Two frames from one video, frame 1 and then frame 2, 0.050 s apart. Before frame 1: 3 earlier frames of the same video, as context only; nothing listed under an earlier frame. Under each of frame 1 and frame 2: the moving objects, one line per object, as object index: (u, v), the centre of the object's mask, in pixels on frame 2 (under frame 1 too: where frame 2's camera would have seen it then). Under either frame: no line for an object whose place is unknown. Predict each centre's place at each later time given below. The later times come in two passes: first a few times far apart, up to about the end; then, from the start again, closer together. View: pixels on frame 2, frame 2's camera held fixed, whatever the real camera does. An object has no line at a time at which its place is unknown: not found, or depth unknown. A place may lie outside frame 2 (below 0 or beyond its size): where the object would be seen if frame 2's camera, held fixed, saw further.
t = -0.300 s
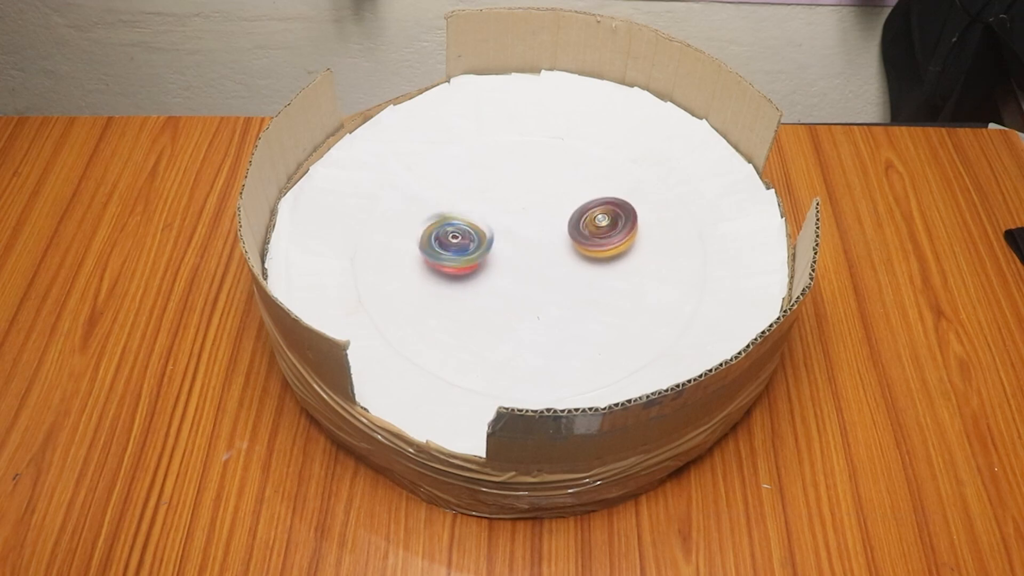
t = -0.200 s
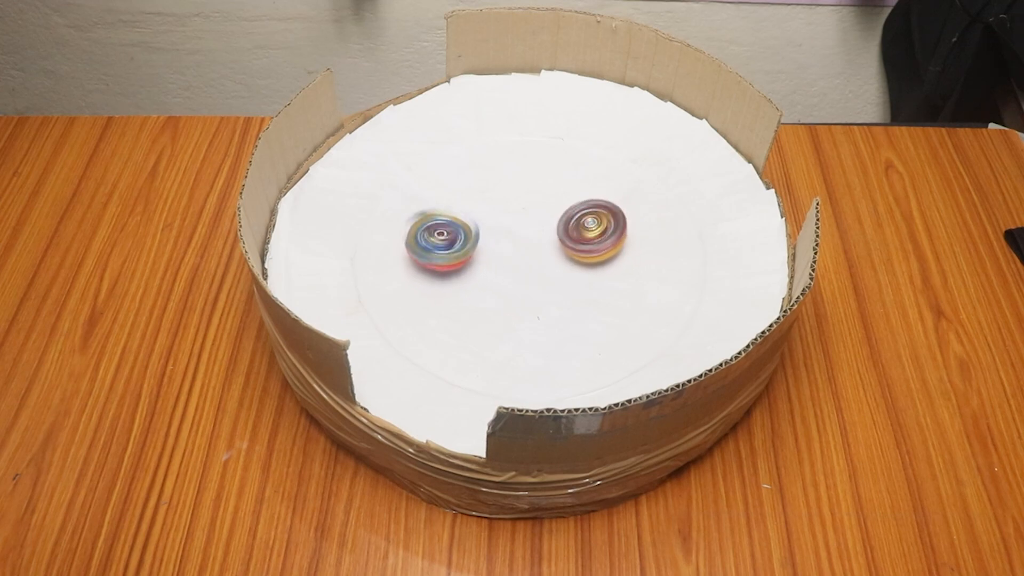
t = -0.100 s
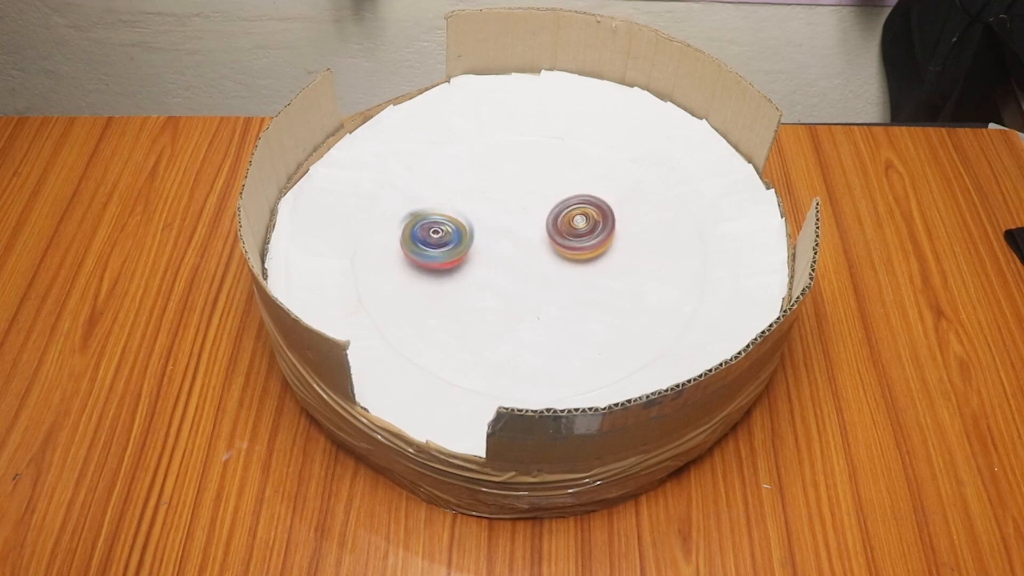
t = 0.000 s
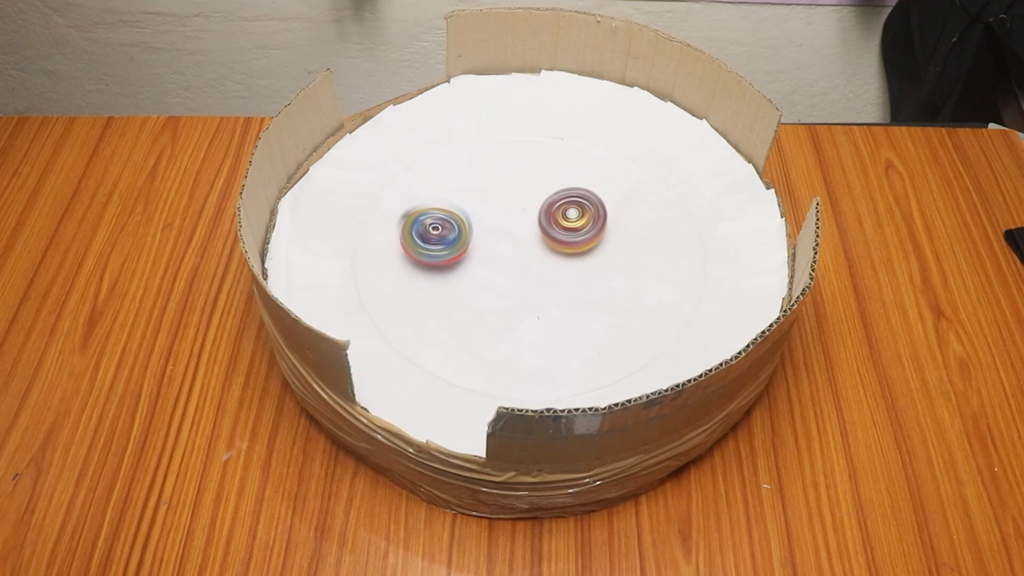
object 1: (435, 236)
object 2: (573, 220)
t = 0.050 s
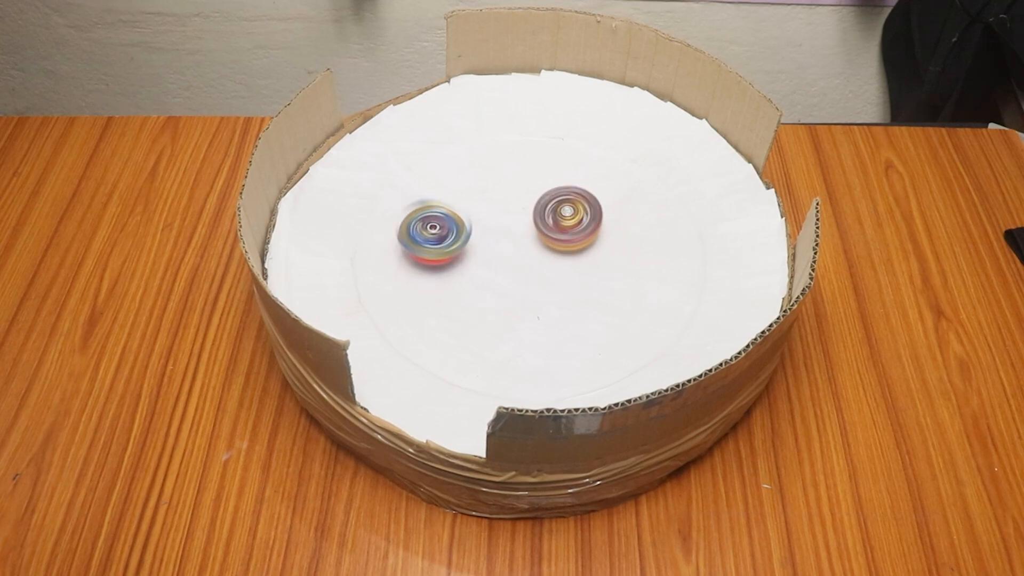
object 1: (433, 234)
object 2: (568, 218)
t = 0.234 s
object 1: (433, 234)
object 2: (542, 217)
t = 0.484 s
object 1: (455, 253)
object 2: (515, 218)
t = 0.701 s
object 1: (470, 271)
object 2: (498, 213)
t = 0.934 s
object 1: (473, 297)
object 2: (494, 206)
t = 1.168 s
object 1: (496, 304)
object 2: (521, 208)
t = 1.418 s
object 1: (528, 289)
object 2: (553, 214)
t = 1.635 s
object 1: (550, 278)
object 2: (573, 221)
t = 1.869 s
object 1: (564, 300)
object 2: (580, 200)
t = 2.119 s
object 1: (550, 298)
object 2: (570, 185)
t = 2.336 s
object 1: (539, 291)
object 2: (554, 187)
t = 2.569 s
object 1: (548, 267)
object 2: (547, 194)
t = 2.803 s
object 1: (566, 265)
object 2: (558, 203)
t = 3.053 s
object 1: (575, 275)
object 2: (576, 213)
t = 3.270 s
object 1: (563, 286)
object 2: (591, 215)
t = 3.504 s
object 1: (554, 286)
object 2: (595, 226)
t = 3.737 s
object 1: (563, 285)
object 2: (580, 231)
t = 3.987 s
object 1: (574, 278)
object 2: (567, 223)
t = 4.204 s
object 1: (596, 281)
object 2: (547, 225)
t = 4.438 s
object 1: (599, 290)
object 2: (525, 224)
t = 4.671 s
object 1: (593, 283)
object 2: (520, 220)
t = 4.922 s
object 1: (597, 264)
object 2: (532, 216)
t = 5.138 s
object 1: (608, 256)
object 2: (542, 207)
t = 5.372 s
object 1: (603, 272)
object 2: (535, 193)
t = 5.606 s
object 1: (565, 265)
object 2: (521, 197)
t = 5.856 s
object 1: (541, 259)
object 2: (513, 206)
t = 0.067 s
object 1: (433, 234)
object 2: (565, 217)
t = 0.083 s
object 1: (432, 233)
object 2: (563, 218)
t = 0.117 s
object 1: (431, 233)
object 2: (558, 217)
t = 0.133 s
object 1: (432, 232)
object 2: (556, 217)
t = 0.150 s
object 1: (431, 232)
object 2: (553, 216)
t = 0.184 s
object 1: (431, 233)
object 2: (549, 217)
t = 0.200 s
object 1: (431, 232)
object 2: (546, 217)
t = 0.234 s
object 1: (433, 234)
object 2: (542, 217)
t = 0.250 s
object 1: (434, 235)
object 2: (540, 218)
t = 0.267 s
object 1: (434, 236)
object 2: (539, 218)
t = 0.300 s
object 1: (435, 238)
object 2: (536, 220)
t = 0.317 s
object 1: (436, 239)
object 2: (534, 220)
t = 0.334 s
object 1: (436, 240)
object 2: (531, 221)
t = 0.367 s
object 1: (441, 242)
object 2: (527, 221)
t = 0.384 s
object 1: (443, 243)
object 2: (525, 222)
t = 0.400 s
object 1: (444, 245)
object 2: (522, 221)
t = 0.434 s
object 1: (449, 248)
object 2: (519, 220)
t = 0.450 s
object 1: (451, 249)
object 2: (517, 220)
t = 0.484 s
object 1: (455, 253)
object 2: (515, 218)
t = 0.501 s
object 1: (457, 253)
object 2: (514, 218)
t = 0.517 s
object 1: (459, 254)
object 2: (513, 218)
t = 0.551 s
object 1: (463, 256)
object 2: (512, 217)
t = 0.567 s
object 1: (464, 258)
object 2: (510, 217)
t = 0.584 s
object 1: (464, 259)
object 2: (509, 217)
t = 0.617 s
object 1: (466, 263)
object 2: (506, 215)
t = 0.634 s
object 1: (467, 264)
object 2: (505, 214)
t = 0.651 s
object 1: (467, 265)
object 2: (503, 214)
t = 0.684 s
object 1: (470, 269)
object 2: (500, 214)
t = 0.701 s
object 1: (470, 271)
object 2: (498, 213)
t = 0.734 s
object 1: (469, 275)
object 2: (496, 213)
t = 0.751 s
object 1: (471, 277)
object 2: (495, 213)
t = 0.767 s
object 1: (470, 279)
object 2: (494, 212)
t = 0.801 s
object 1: (469, 283)
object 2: (493, 211)
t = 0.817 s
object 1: (470, 286)
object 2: (493, 210)
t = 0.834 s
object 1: (470, 288)
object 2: (492, 209)
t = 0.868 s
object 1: (470, 291)
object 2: (492, 208)
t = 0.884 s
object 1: (471, 292)
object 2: (492, 207)
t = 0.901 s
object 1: (472, 294)
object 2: (492, 207)
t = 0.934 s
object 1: (473, 297)
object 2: (494, 206)
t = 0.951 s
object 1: (474, 298)
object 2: (495, 206)
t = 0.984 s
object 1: (474, 301)
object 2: (497, 205)
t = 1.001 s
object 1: (475, 302)
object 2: (499, 205)
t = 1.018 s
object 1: (477, 303)
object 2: (500, 205)
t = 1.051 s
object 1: (482, 304)
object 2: (504, 205)
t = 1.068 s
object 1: (484, 304)
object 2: (506, 205)
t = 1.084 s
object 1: (487, 304)
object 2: (509, 205)
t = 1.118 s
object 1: (490, 305)
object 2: (513, 206)
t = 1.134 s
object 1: (492, 304)
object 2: (516, 207)
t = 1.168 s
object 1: (496, 304)
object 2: (521, 208)
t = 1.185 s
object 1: (498, 303)
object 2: (523, 209)
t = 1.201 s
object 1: (501, 303)
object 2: (525, 209)
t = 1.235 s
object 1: (504, 303)
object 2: (529, 209)
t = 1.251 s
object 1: (505, 301)
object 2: (531, 210)
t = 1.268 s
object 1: (508, 299)
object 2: (534, 211)
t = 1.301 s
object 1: (510, 298)
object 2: (539, 212)
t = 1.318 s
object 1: (511, 296)
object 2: (541, 212)
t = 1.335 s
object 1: (514, 293)
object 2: (544, 212)
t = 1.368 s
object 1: (519, 291)
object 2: (548, 212)
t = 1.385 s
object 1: (523, 290)
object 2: (550, 213)
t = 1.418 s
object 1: (528, 289)
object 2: (553, 214)
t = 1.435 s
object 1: (529, 288)
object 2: (555, 216)
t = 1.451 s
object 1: (530, 286)
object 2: (556, 216)
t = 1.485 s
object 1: (535, 283)
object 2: (560, 220)
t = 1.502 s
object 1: (537, 282)
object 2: (561, 220)
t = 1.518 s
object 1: (540, 281)
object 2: (564, 221)
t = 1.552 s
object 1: (544, 278)
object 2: (566, 222)
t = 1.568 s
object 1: (545, 277)
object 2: (569, 222)
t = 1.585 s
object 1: (547, 276)
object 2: (570, 223)
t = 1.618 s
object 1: (550, 274)
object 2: (573, 223)
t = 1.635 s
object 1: (550, 278)
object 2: (573, 221)
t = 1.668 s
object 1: (553, 284)
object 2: (576, 216)
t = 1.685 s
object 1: (554, 287)
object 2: (576, 213)
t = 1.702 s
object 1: (554, 289)
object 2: (577, 211)
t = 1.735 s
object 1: (557, 290)
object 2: (579, 209)
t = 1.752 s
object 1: (558, 292)
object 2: (580, 208)
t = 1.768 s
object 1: (559, 294)
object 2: (581, 206)
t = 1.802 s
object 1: (561, 297)
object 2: (581, 205)
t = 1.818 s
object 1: (561, 299)
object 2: (581, 204)
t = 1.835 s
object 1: (562, 300)
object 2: (580, 203)
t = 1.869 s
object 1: (564, 300)
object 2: (580, 200)
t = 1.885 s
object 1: (565, 300)
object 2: (579, 199)
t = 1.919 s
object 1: (565, 299)
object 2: (577, 197)
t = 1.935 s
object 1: (566, 298)
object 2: (575, 197)
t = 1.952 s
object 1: (565, 298)
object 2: (575, 196)
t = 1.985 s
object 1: (563, 297)
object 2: (573, 194)
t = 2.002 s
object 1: (561, 296)
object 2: (573, 193)
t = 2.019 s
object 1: (561, 295)
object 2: (572, 191)
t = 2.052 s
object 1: (559, 295)
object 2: (572, 189)
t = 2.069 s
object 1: (557, 296)
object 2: (572, 188)
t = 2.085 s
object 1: (556, 297)
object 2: (571, 187)
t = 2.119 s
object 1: (550, 298)
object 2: (570, 185)
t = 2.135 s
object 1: (548, 298)
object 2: (569, 185)
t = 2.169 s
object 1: (545, 299)
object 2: (567, 184)
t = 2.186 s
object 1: (543, 298)
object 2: (566, 185)
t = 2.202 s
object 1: (542, 299)
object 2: (564, 185)
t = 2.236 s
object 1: (541, 297)
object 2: (561, 186)
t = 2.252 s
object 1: (541, 297)
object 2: (559, 186)
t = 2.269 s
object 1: (540, 297)
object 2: (558, 187)
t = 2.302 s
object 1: (541, 294)
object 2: (556, 187)
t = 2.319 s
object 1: (540, 293)
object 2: (555, 187)
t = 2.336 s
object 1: (539, 291)
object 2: (554, 187)
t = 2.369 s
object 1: (541, 287)
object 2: (552, 187)
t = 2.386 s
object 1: (542, 285)
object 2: (551, 187)
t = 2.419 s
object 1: (544, 282)
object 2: (549, 187)
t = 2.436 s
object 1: (545, 280)
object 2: (549, 187)
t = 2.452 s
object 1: (545, 279)
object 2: (548, 188)
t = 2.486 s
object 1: (546, 276)
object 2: (548, 189)
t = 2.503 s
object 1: (546, 274)
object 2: (547, 190)
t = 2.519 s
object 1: (548, 272)
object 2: (547, 191)
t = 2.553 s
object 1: (547, 269)
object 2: (547, 192)
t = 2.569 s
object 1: (548, 267)
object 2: (547, 194)
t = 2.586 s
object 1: (551, 266)
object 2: (547, 195)
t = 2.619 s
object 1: (555, 263)
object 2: (548, 198)
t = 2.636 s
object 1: (557, 262)
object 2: (548, 199)
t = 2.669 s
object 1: (561, 260)
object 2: (550, 201)
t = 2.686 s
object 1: (564, 260)
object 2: (551, 202)
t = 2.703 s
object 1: (565, 259)
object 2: (552, 203)
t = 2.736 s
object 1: (567, 258)
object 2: (553, 205)
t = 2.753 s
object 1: (568, 261)
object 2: (555, 205)
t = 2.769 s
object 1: (567, 262)
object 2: (556, 204)
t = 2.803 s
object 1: (566, 265)
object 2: (558, 203)
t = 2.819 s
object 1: (564, 265)
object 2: (559, 203)
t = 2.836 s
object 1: (564, 265)
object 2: (561, 203)
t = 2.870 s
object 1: (565, 264)
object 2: (564, 204)
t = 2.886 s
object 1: (568, 264)
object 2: (565, 205)
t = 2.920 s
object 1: (571, 266)
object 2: (567, 207)
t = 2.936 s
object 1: (572, 267)
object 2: (568, 209)
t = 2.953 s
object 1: (571, 269)
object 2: (569, 209)
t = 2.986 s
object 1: (573, 270)
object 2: (571, 212)
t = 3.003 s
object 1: (573, 272)
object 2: (572, 212)
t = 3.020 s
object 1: (574, 272)
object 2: (574, 213)
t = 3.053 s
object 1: (575, 275)
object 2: (576, 213)
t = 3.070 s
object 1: (575, 275)
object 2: (578, 214)
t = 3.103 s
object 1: (573, 278)
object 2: (579, 215)
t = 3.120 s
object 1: (571, 280)
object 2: (580, 215)
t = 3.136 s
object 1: (569, 281)
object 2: (580, 215)
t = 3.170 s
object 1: (567, 282)
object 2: (583, 215)
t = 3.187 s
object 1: (567, 283)
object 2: (584, 215)
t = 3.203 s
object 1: (565, 284)
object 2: (586, 215)
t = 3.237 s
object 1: (565, 285)
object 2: (589, 215)
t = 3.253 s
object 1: (565, 285)
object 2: (590, 215)
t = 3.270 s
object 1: (563, 286)
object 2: (591, 215)
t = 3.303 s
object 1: (561, 288)
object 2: (592, 216)
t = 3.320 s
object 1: (560, 287)
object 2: (592, 217)
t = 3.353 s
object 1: (556, 289)
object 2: (593, 219)
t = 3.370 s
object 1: (556, 288)
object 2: (594, 219)
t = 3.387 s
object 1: (556, 289)
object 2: (594, 220)
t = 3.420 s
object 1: (554, 289)
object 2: (595, 221)
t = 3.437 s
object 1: (552, 289)
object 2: (595, 222)
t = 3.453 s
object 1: (553, 287)
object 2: (595, 223)
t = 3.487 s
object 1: (554, 287)
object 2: (595, 225)
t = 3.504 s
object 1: (554, 286)
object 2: (595, 226)
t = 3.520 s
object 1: (553, 287)
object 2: (594, 227)
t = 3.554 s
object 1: (552, 284)
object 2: (594, 229)
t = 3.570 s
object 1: (554, 283)
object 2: (592, 230)
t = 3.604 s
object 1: (556, 282)
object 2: (592, 231)
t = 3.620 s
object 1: (556, 282)
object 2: (590, 231)
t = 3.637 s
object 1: (557, 281)
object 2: (590, 231)
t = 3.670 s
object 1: (559, 282)
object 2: (587, 230)
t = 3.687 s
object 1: (560, 284)
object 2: (585, 231)
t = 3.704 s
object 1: (560, 284)
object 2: (584, 230)
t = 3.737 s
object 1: (563, 285)
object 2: (580, 231)
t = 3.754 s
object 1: (564, 285)
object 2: (580, 230)
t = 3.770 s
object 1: (567, 286)
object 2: (579, 230)
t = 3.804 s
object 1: (569, 287)
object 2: (579, 228)
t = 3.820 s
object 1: (569, 286)
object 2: (577, 227)
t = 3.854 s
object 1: (571, 284)
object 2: (576, 227)
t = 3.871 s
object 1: (571, 283)
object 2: (575, 225)
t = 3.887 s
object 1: (572, 282)
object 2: (574, 225)
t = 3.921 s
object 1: (574, 280)
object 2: (572, 224)
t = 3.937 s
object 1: (574, 280)
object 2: (570, 223)
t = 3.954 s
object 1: (574, 281)
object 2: (570, 223)
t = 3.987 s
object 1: (574, 278)
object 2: (567, 223)
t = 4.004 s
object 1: (576, 277)
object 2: (567, 224)
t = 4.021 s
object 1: (577, 277)
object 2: (565, 223)
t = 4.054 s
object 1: (578, 276)
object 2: (563, 223)
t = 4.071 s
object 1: (579, 276)
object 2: (563, 223)
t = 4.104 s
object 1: (583, 276)
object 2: (558, 223)
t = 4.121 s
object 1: (586, 277)
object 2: (556, 225)
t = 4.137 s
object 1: (588, 279)
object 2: (553, 224)
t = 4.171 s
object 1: (591, 280)
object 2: (550, 224)
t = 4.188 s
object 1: (594, 280)
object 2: (548, 225)
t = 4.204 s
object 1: (596, 281)
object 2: (547, 225)
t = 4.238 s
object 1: (599, 282)
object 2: (544, 224)
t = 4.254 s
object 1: (600, 283)
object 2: (543, 224)
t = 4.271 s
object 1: (601, 284)
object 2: (542, 225)
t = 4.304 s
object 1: (603, 287)
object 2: (538, 225)
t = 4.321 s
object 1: (603, 288)
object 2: (537, 225)
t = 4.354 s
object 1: (603, 290)
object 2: (533, 225)
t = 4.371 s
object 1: (603, 290)
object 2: (531, 224)
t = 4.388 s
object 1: (602, 291)
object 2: (530, 224)
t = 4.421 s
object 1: (600, 290)
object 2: (526, 224)
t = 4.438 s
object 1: (599, 290)
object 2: (525, 224)
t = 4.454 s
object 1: (599, 290)
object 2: (524, 224)
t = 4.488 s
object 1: (597, 290)
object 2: (521, 223)
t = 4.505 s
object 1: (597, 291)
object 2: (519, 223)
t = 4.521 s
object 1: (597, 291)
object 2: (518, 223)
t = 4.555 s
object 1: (595, 290)
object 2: (517, 223)
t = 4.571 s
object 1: (593, 290)
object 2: (517, 223)
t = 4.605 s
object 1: (592, 288)
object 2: (519, 221)
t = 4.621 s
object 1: (592, 287)
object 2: (520, 220)
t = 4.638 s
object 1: (592, 286)
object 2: (521, 220)
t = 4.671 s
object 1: (593, 283)
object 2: (520, 220)
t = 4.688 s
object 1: (593, 282)
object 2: (521, 220)
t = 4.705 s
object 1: (593, 281)
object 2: (522, 220)
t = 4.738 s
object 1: (594, 277)
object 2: (522, 220)
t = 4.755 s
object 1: (595, 275)
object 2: (523, 219)
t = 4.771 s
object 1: (597, 275)
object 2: (525, 219)
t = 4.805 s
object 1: (599, 274)
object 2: (526, 218)
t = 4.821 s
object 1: (599, 273)
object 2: (526, 217)
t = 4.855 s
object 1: (598, 271)
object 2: (527, 217)
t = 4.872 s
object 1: (597, 269)
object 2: (528, 216)
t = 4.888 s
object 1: (596, 268)
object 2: (530, 216)
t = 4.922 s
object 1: (597, 264)
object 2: (532, 216)
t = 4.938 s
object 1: (596, 262)
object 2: (534, 215)
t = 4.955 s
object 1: (598, 261)
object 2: (535, 215)
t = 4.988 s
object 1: (598, 258)
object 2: (538, 215)
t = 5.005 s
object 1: (598, 257)
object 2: (540, 215)
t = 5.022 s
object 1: (599, 255)
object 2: (541, 215)
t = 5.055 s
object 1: (598, 253)
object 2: (545, 215)
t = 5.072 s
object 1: (599, 251)
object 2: (546, 214)
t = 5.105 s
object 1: (602, 251)
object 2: (546, 212)
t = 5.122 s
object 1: (606, 253)
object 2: (544, 210)
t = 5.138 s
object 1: (608, 256)
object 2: (542, 207)
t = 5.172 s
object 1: (610, 257)
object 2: (540, 205)
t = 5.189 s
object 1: (611, 257)
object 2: (540, 203)
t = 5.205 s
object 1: (611, 259)
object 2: (540, 202)
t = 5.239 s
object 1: (612, 261)
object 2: (541, 201)
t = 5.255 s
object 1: (611, 262)
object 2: (541, 199)
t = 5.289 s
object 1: (609, 264)
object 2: (540, 197)
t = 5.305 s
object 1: (608, 266)
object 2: (539, 196)
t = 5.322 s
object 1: (607, 267)
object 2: (538, 195)
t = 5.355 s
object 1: (605, 270)
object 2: (536, 194)
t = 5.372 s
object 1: (603, 272)
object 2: (535, 193)
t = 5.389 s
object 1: (601, 273)
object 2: (534, 192)
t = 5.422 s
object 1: (597, 275)
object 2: (532, 191)
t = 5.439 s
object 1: (594, 275)
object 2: (531, 191)
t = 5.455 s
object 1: (593, 275)
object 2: (530, 191)
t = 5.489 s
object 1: (590, 274)
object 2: (528, 192)
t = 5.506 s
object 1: (587, 273)
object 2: (527, 192)
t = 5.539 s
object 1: (580, 271)
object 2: (525, 194)
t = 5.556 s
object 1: (577, 270)
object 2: (523, 194)
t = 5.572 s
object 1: (573, 269)
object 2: (522, 196)
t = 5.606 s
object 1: (565, 265)
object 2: (521, 197)
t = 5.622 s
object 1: (561, 264)
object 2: (520, 198)
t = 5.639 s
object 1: (558, 263)
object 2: (519, 200)
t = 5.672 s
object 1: (552, 260)
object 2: (519, 203)
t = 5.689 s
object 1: (547, 258)
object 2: (519, 204)
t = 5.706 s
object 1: (545, 259)
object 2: (518, 205)
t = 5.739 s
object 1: (543, 263)
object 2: (515, 201)
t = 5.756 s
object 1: (541, 262)
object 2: (513, 201)
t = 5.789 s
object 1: (539, 261)
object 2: (511, 200)
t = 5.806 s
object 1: (539, 259)
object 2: (511, 202)
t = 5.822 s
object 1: (539, 261)
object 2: (511, 203)
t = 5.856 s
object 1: (541, 259)
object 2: (513, 206)
